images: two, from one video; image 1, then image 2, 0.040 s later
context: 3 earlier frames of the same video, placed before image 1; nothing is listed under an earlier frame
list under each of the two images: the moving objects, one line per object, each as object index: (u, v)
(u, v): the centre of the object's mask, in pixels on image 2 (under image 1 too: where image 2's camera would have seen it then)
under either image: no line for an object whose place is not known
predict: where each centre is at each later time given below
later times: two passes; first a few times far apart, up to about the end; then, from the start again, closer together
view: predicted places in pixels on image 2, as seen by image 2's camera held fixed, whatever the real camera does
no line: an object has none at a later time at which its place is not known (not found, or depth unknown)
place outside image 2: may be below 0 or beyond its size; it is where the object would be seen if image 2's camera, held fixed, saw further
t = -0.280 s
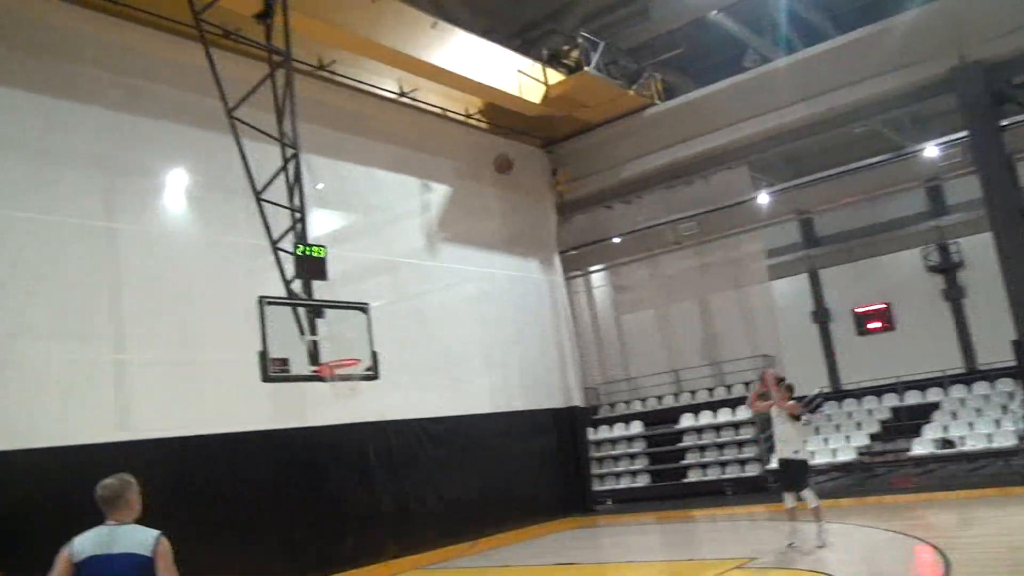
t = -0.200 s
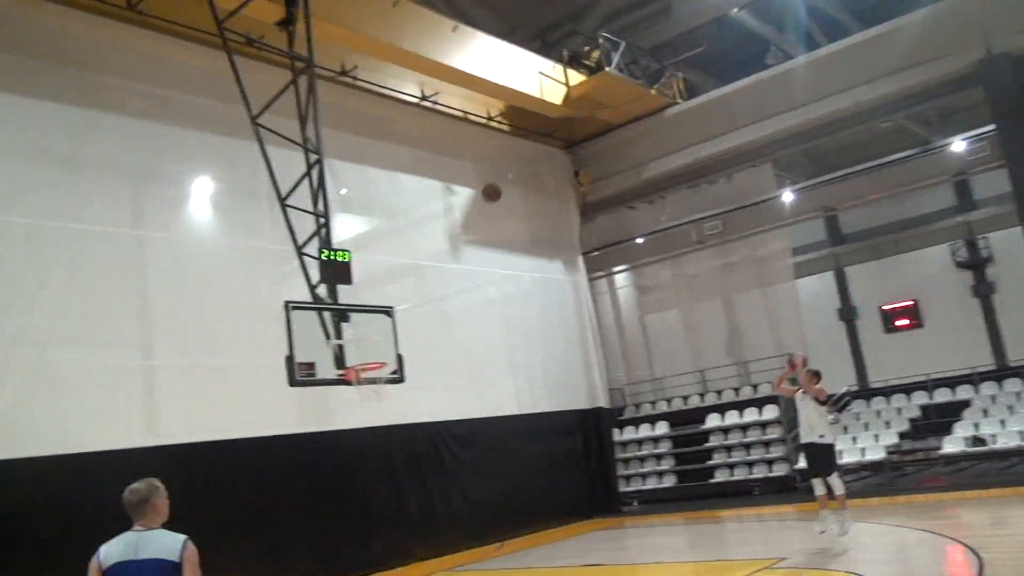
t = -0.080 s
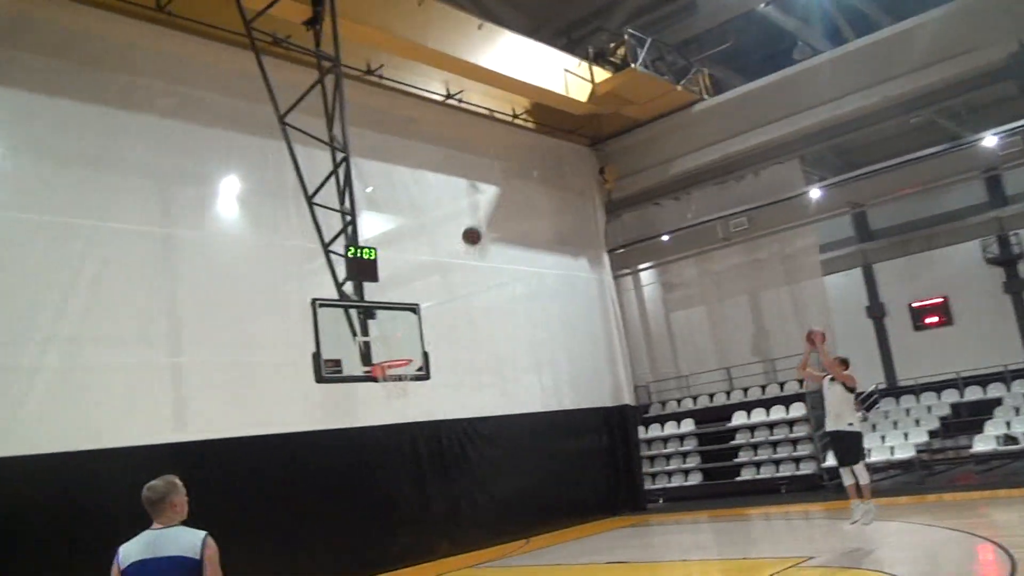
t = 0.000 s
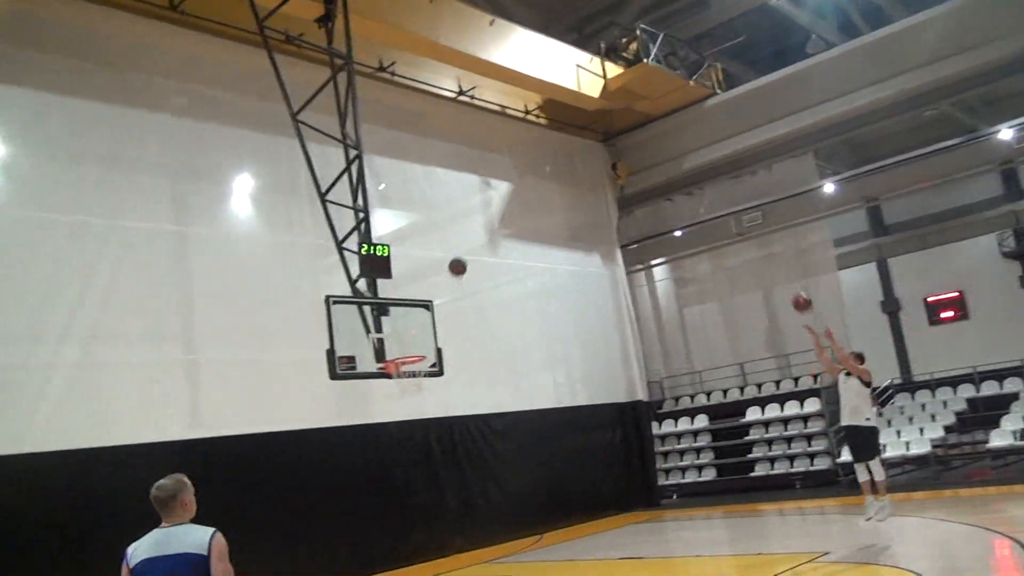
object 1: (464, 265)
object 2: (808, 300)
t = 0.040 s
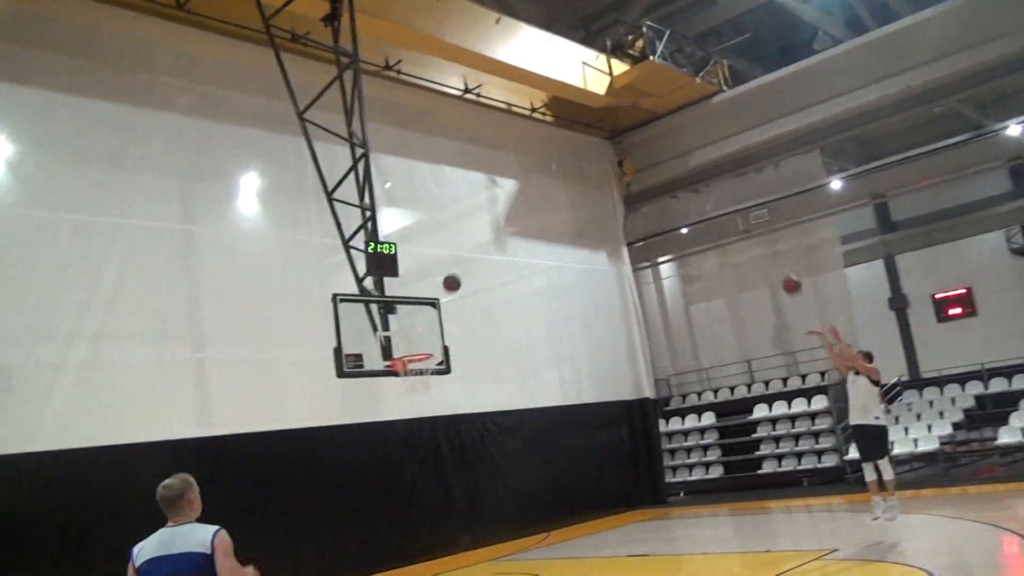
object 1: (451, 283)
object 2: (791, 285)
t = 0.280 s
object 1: (430, 381)
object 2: (695, 224)
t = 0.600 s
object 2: (585, 208)
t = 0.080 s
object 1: (439, 302)
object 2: (774, 273)
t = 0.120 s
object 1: (427, 322)
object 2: (758, 260)
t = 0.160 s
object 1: (416, 341)
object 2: (741, 249)
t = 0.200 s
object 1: (406, 363)
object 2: (725, 239)
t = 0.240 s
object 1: (419, 374)
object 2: (710, 231)
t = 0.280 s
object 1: (430, 381)
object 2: (695, 224)
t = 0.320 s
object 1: (438, 382)
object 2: (681, 217)
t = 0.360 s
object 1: (444, 385)
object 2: (667, 213)
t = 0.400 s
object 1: (450, 387)
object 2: (653, 209)
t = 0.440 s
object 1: (457, 391)
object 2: (638, 206)
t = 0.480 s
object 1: (464, 396)
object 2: (626, 206)
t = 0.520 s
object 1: (471, 403)
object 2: (611, 205)
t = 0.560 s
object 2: (598, 206)
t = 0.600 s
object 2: (585, 208)
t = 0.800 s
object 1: (525, 483)
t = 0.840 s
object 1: (535, 500)
